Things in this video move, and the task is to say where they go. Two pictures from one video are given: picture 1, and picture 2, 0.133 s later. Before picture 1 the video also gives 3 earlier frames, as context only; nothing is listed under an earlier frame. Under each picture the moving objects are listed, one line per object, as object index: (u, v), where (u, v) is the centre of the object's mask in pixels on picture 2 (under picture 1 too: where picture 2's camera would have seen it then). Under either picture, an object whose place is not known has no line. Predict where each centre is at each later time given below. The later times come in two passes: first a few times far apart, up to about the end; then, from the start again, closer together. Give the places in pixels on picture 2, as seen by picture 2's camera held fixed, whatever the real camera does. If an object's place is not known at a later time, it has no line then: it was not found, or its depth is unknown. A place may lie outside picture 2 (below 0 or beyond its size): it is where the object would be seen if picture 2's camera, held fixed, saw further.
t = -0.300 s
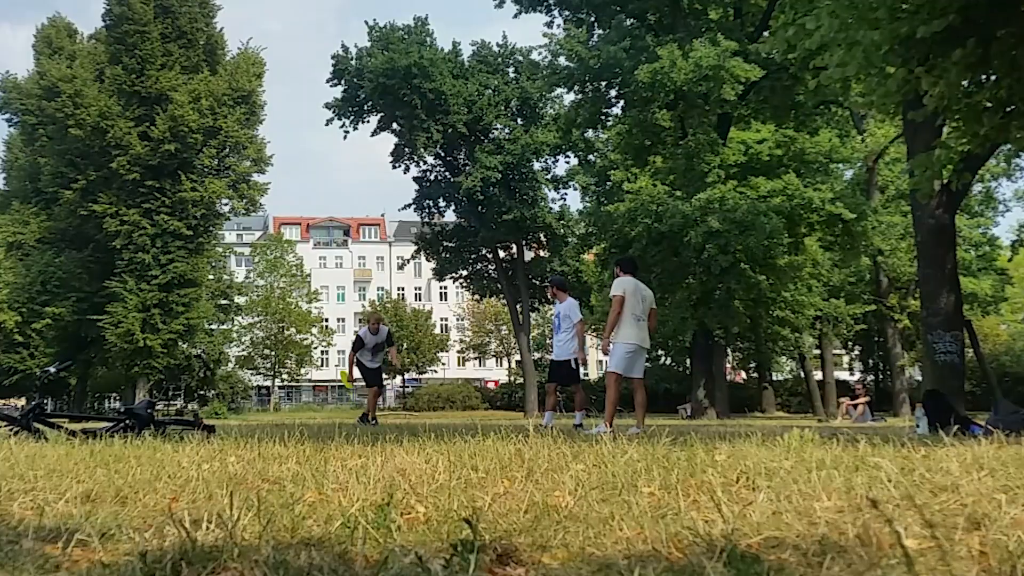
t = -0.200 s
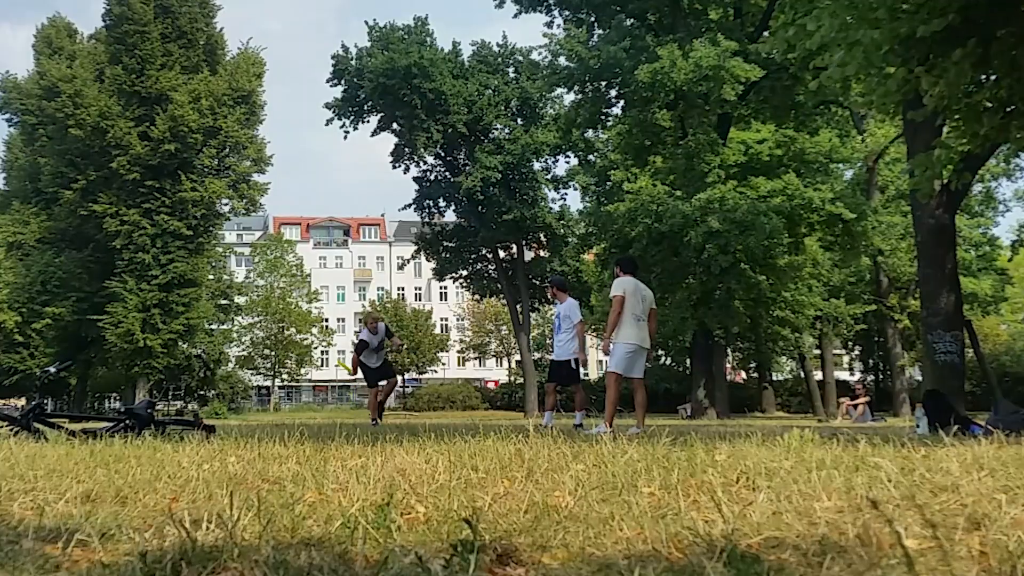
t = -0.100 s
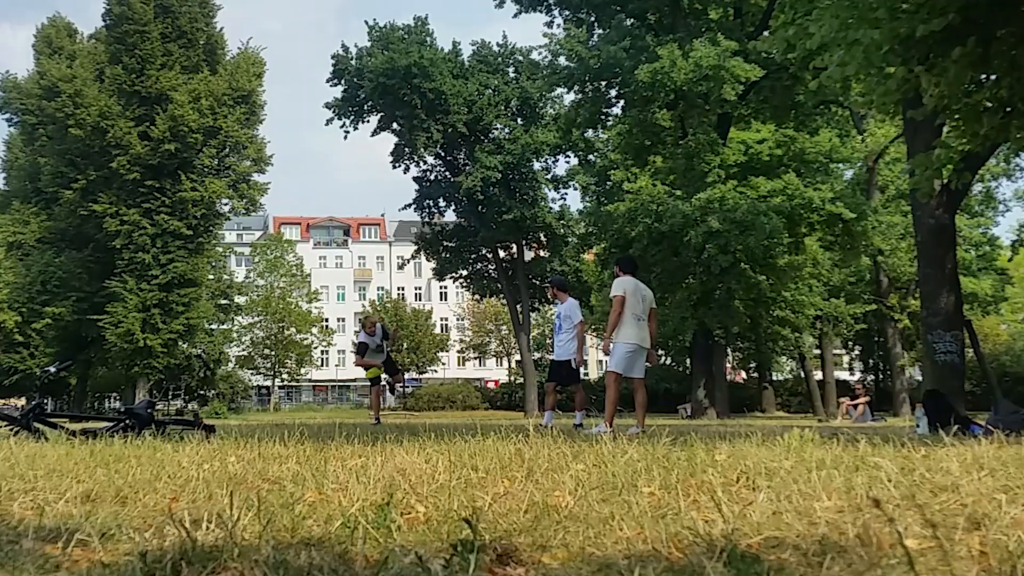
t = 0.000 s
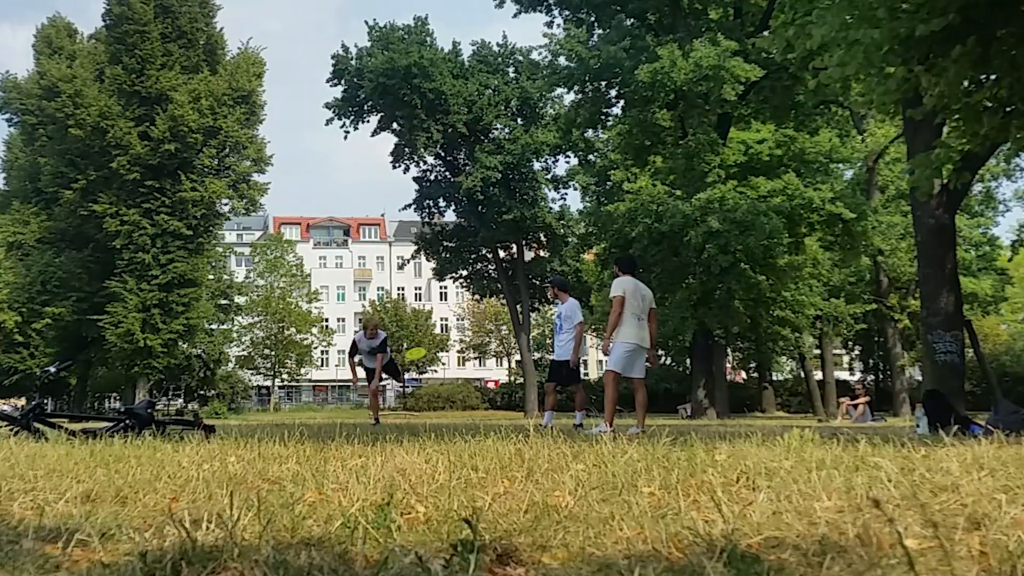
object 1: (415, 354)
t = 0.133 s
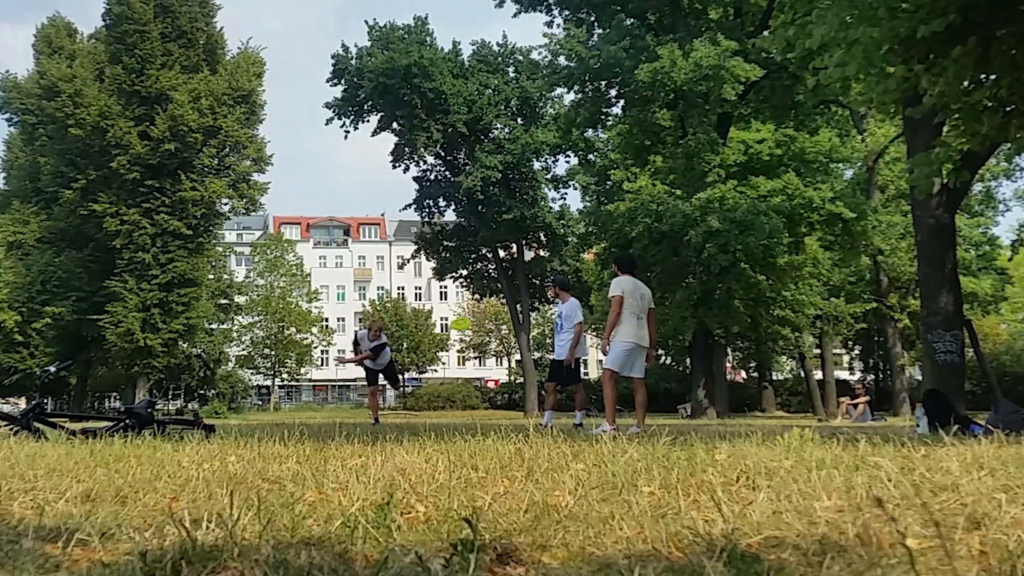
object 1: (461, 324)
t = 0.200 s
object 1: (483, 306)
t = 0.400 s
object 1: (547, 252)
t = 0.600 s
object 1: (609, 201)
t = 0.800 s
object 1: (667, 157)
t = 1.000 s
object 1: (721, 122)
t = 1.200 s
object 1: (769, 100)
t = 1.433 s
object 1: (817, 92)
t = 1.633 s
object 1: (850, 103)
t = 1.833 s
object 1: (884, 134)
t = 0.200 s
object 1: (483, 306)
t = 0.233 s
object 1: (494, 297)
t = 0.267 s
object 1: (505, 288)
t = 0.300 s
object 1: (515, 279)
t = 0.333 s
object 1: (526, 270)
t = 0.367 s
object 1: (537, 261)
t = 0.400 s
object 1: (547, 252)
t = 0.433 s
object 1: (558, 243)
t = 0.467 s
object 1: (568, 234)
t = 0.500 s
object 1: (578, 226)
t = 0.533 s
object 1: (588, 217)
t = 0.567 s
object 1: (599, 209)
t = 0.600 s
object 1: (609, 201)
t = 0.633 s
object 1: (619, 193)
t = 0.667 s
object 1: (628, 185)
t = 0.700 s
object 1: (638, 178)
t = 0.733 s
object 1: (648, 170)
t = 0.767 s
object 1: (658, 163)
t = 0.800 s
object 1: (667, 157)
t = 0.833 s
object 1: (676, 150)
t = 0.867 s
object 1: (685, 144)
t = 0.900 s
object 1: (695, 138)
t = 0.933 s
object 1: (704, 133)
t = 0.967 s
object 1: (712, 127)
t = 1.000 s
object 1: (721, 122)
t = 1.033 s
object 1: (729, 117)
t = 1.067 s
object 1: (737, 113)
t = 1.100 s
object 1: (745, 109)
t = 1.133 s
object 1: (753, 106)
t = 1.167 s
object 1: (761, 102)
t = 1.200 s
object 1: (769, 100)
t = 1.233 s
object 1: (776, 97)
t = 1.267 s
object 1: (783, 95)
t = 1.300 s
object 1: (790, 94)
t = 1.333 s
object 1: (797, 93)
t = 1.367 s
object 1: (804, 92)
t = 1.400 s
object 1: (810, 92)
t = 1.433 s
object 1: (817, 92)
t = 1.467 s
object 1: (823, 93)
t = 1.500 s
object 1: (829, 94)
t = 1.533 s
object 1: (835, 95)
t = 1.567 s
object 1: (840, 98)
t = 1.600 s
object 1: (845, 100)
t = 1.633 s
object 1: (850, 103)
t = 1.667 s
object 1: (855, 108)
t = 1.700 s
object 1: (862, 112)
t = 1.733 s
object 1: (868, 118)
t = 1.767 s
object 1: (873, 122)
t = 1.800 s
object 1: (879, 128)
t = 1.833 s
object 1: (884, 134)
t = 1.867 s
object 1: (889, 142)
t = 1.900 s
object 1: (894, 150)
